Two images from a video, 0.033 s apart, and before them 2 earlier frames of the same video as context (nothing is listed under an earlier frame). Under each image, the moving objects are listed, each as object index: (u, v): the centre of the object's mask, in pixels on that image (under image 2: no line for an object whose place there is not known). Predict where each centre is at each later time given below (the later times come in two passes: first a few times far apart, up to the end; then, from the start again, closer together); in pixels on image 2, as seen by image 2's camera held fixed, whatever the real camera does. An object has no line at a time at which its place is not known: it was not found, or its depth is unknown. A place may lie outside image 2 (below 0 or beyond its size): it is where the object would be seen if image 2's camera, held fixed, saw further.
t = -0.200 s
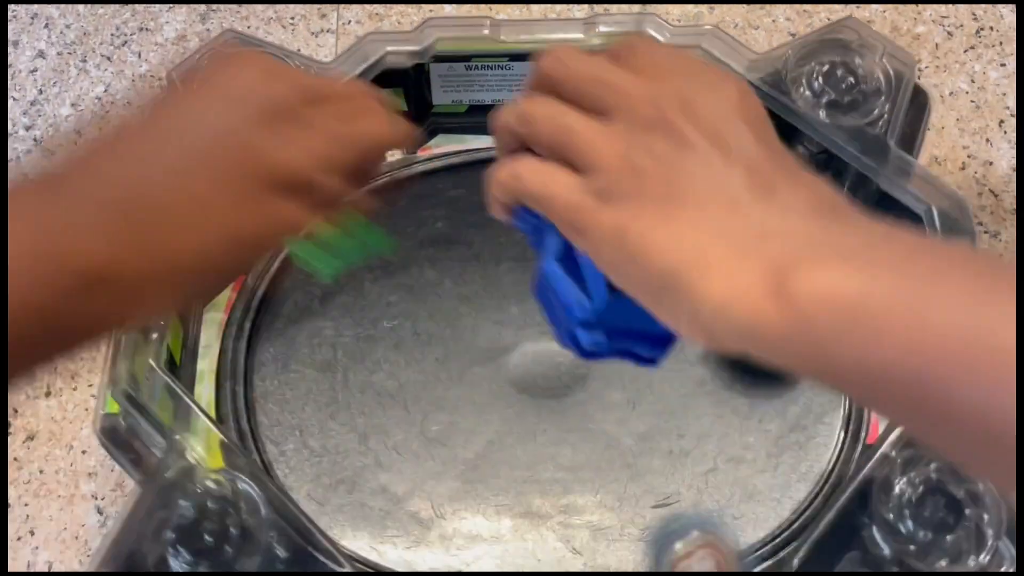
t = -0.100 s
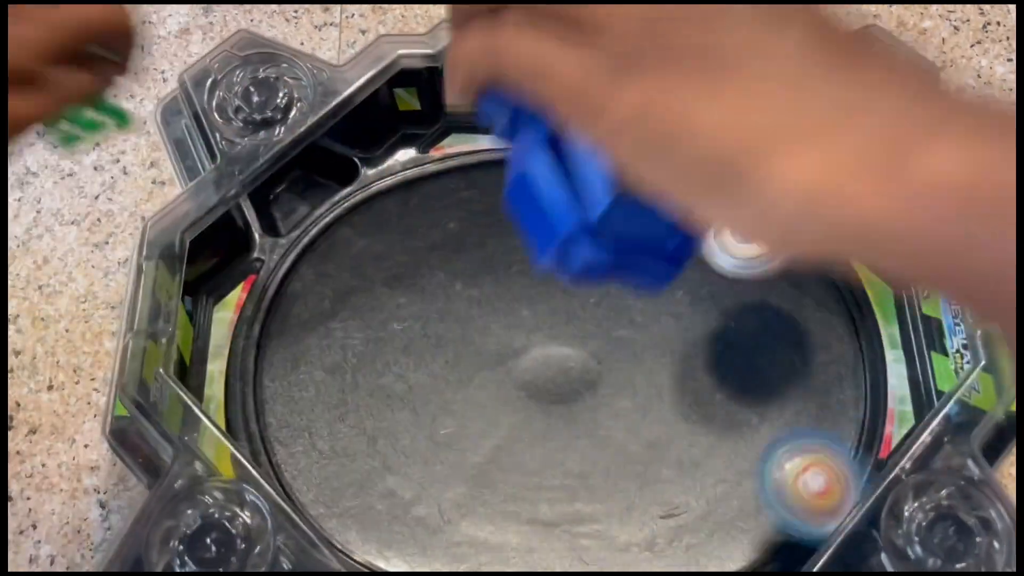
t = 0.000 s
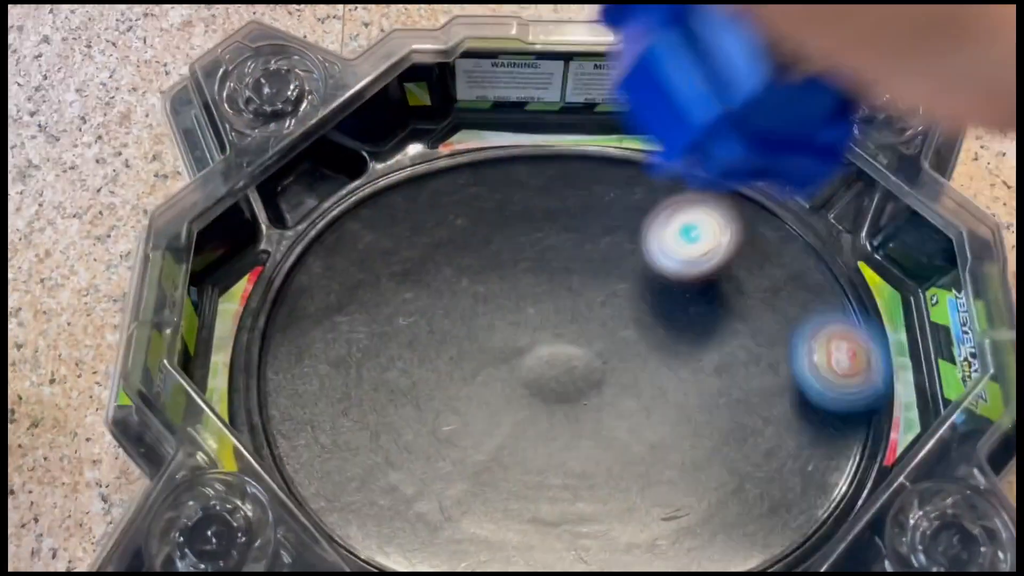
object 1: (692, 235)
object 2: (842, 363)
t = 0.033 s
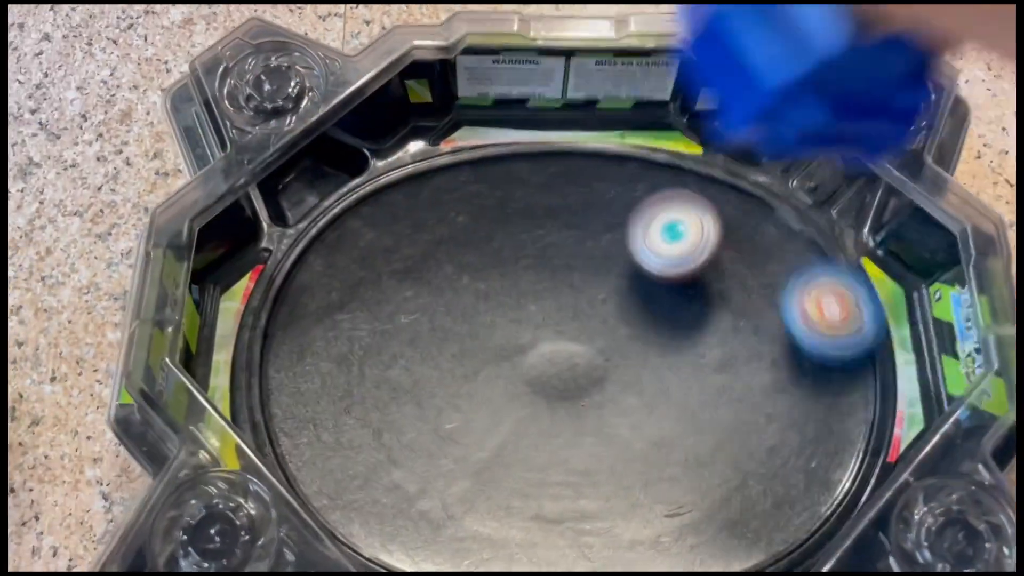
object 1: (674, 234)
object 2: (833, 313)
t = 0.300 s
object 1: (558, 283)
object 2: (502, 148)
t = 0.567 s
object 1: (520, 288)
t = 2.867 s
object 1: (571, 451)
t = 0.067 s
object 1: (660, 229)
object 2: (815, 269)
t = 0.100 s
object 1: (642, 233)
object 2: (787, 228)
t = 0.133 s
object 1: (621, 244)
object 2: (751, 189)
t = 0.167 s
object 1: (609, 246)
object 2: (713, 163)
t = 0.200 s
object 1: (596, 253)
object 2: (666, 145)
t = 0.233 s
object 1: (582, 267)
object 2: (613, 137)
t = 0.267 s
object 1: (569, 275)
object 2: (557, 139)
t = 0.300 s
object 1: (558, 283)
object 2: (502, 148)
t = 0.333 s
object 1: (549, 289)
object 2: (444, 172)
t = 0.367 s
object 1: (544, 291)
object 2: (393, 196)
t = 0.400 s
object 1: (538, 297)
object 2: (349, 219)
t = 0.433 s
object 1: (533, 296)
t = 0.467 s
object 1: (529, 297)
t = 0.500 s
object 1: (526, 296)
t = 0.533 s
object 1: (523, 293)
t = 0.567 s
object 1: (520, 288)
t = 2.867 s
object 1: (571, 451)
